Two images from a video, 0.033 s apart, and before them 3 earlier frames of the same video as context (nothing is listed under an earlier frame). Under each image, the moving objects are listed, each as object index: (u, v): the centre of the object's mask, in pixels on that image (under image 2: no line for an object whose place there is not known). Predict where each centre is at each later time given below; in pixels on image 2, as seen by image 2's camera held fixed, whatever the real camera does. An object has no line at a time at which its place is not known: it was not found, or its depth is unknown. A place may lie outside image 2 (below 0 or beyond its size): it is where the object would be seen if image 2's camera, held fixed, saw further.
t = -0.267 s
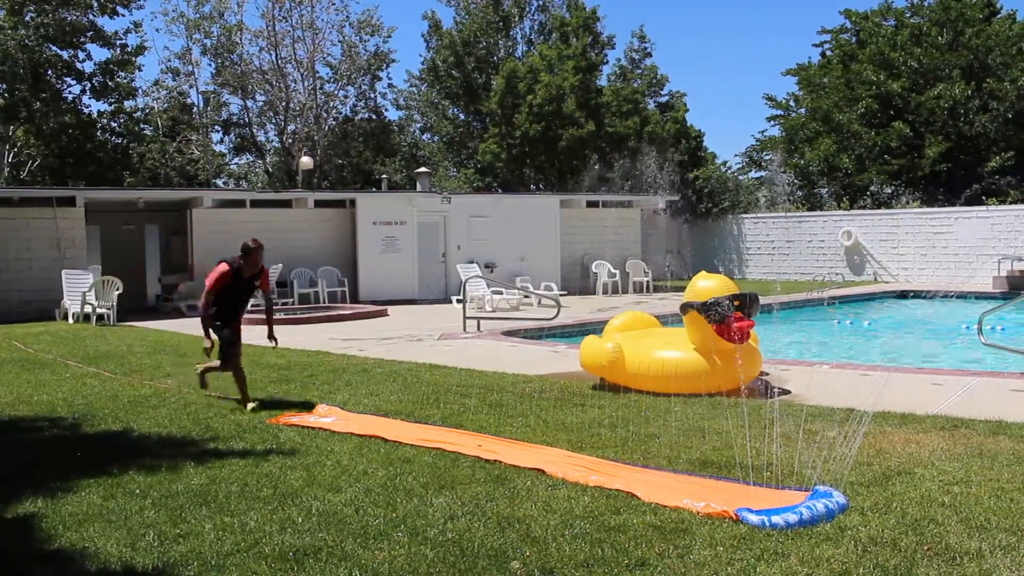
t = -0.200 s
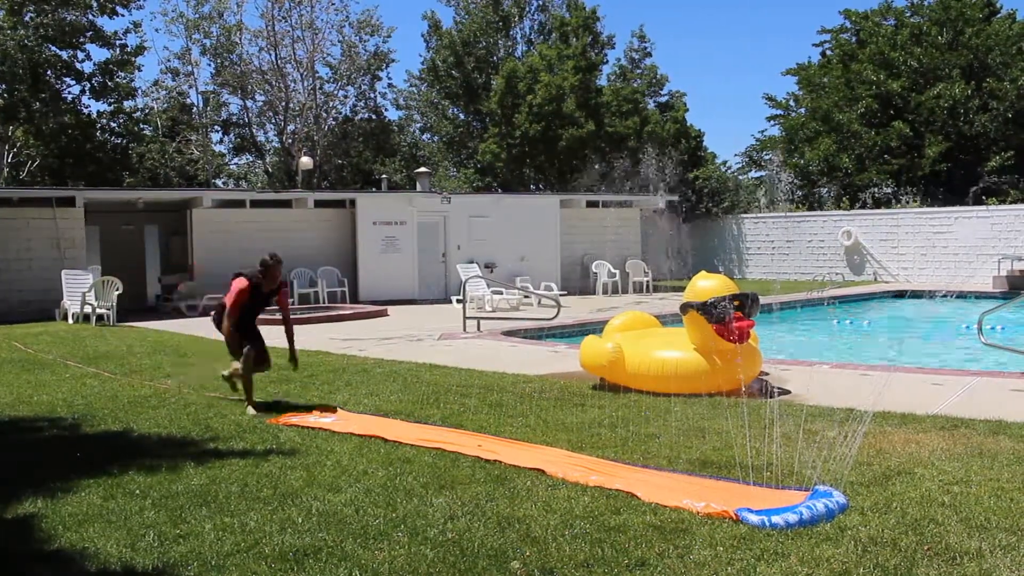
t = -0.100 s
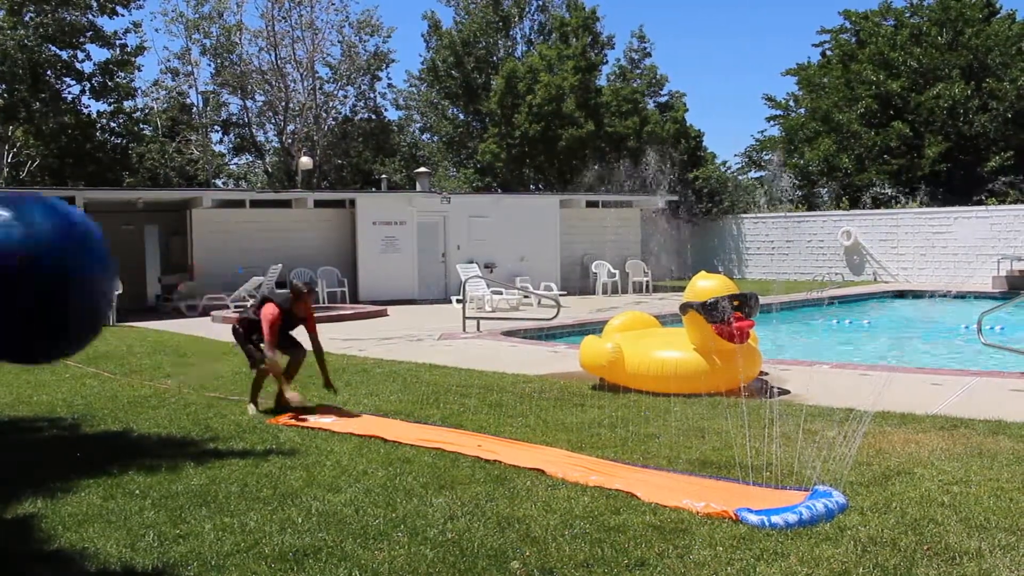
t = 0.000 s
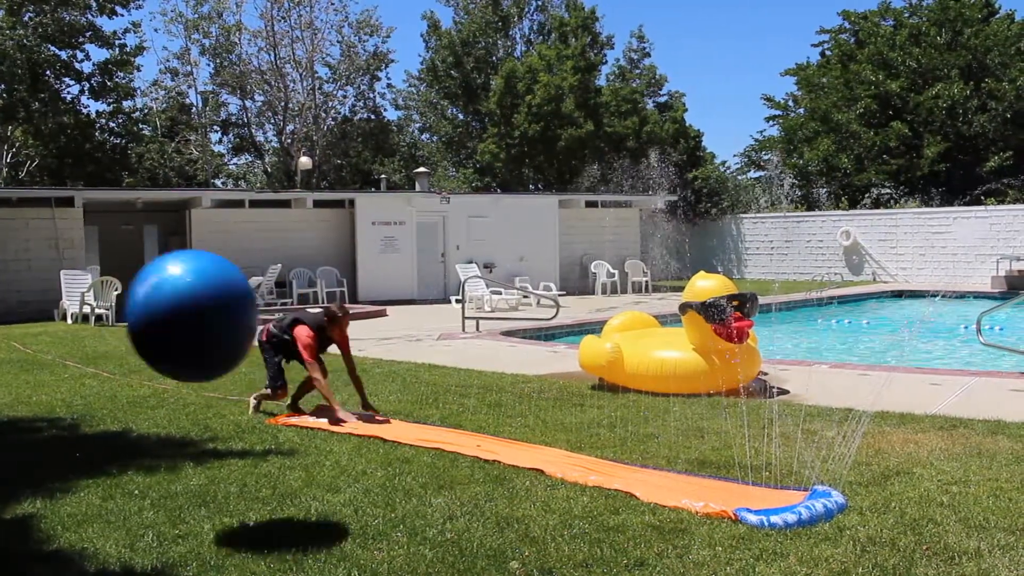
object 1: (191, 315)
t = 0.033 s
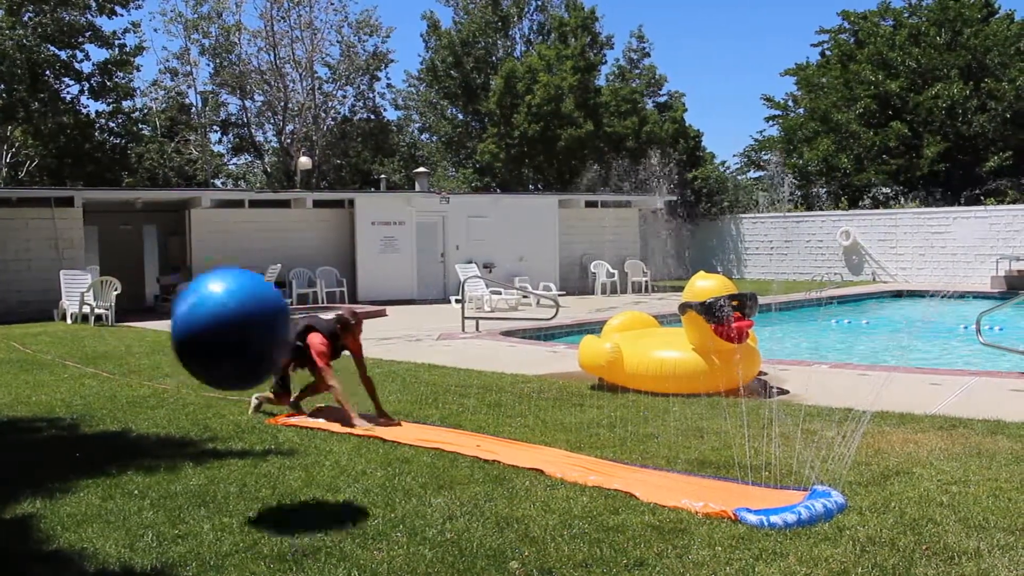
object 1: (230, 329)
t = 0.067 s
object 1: (266, 343)
